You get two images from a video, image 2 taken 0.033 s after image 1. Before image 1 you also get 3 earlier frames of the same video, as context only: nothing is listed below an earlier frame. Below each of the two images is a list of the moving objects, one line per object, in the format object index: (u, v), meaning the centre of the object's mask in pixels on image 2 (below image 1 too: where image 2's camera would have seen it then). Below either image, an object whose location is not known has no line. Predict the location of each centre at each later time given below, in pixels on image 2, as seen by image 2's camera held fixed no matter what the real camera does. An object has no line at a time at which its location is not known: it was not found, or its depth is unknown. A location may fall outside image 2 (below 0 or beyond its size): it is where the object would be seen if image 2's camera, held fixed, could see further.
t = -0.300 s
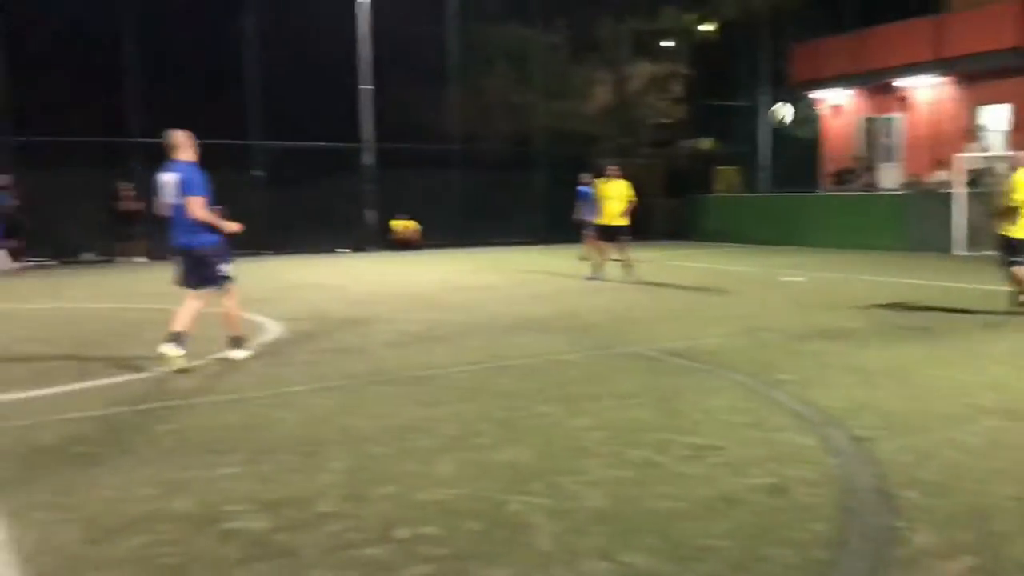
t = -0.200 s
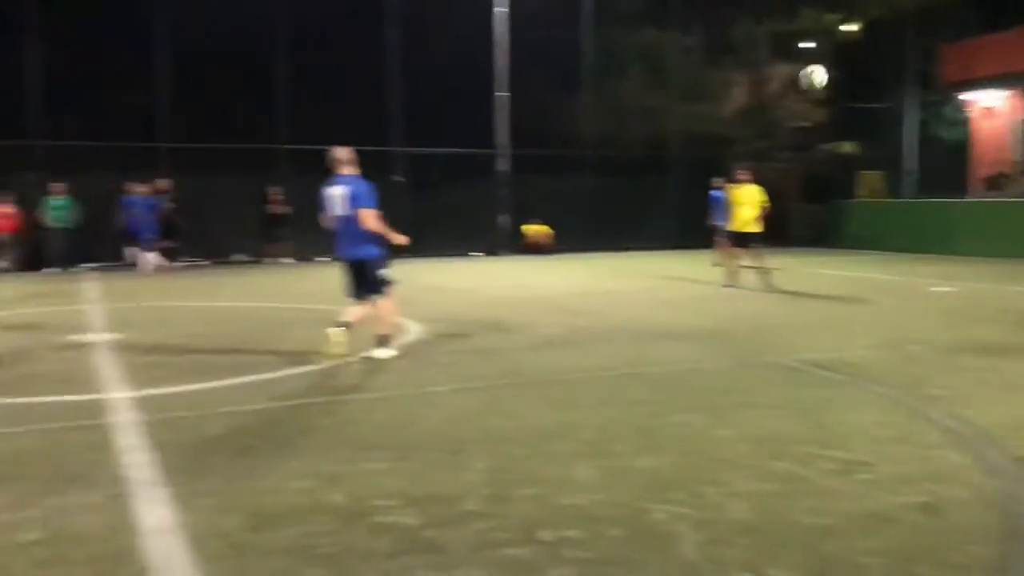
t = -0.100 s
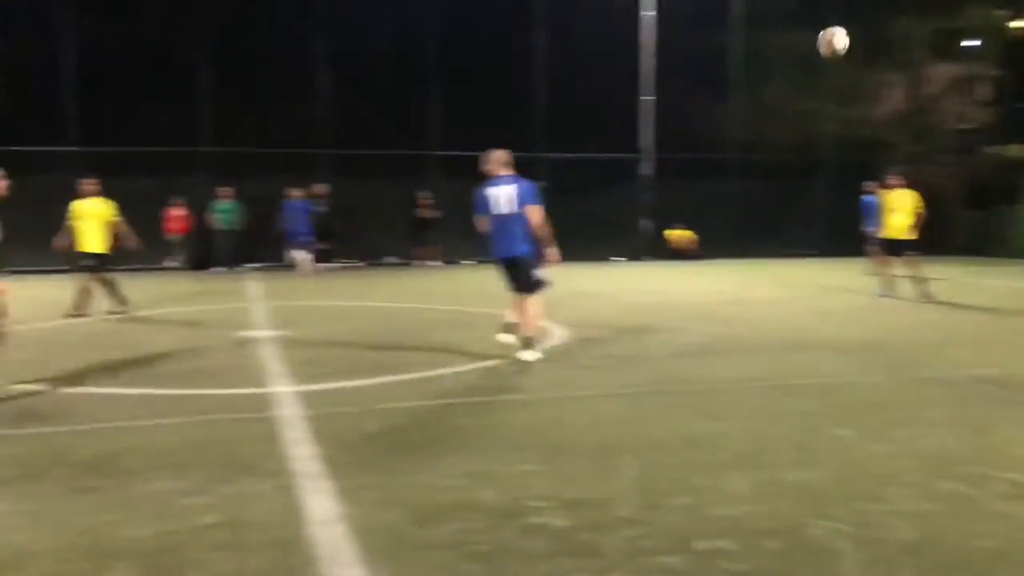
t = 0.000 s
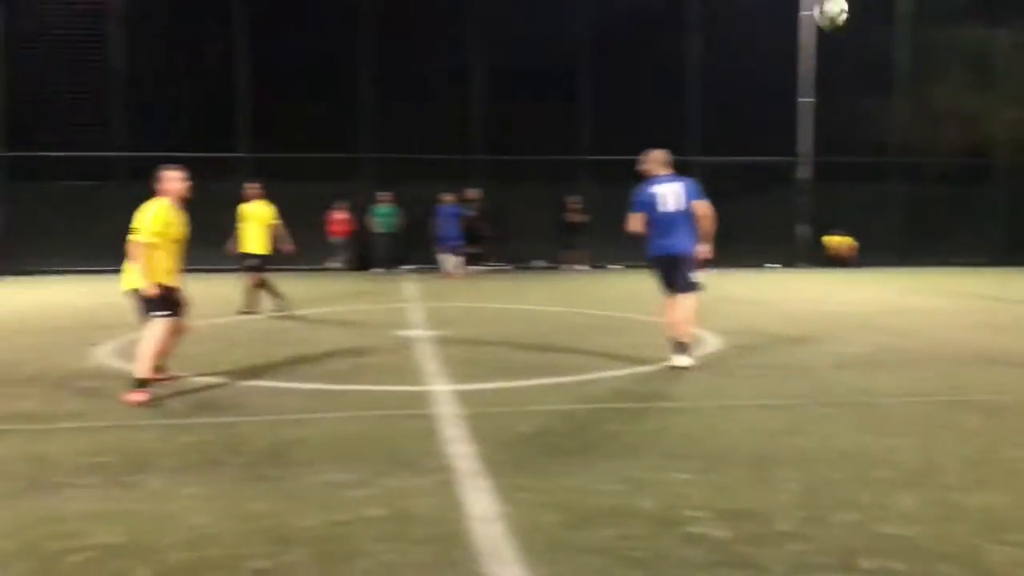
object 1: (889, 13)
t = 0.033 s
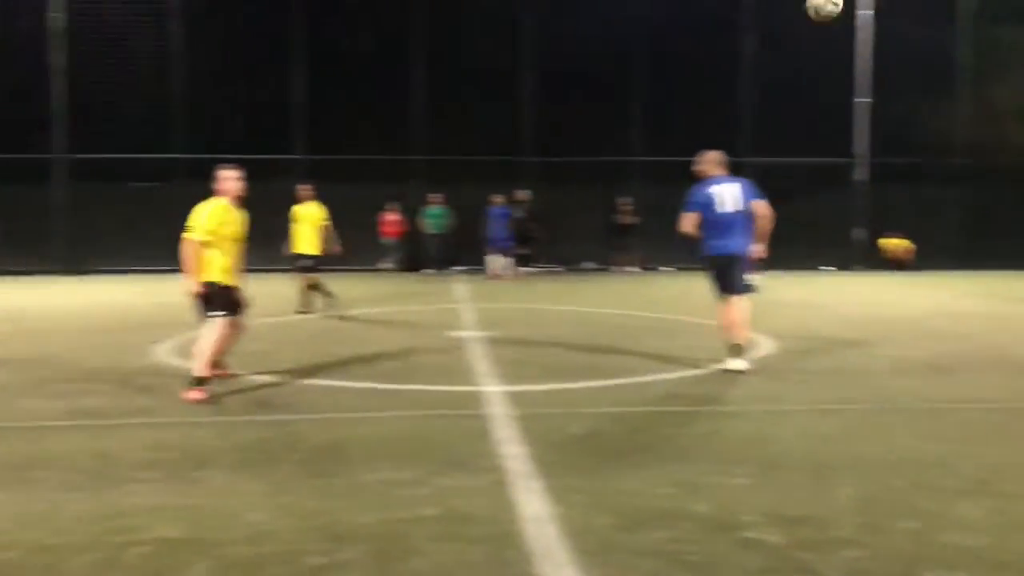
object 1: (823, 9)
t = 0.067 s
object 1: (758, 7)
